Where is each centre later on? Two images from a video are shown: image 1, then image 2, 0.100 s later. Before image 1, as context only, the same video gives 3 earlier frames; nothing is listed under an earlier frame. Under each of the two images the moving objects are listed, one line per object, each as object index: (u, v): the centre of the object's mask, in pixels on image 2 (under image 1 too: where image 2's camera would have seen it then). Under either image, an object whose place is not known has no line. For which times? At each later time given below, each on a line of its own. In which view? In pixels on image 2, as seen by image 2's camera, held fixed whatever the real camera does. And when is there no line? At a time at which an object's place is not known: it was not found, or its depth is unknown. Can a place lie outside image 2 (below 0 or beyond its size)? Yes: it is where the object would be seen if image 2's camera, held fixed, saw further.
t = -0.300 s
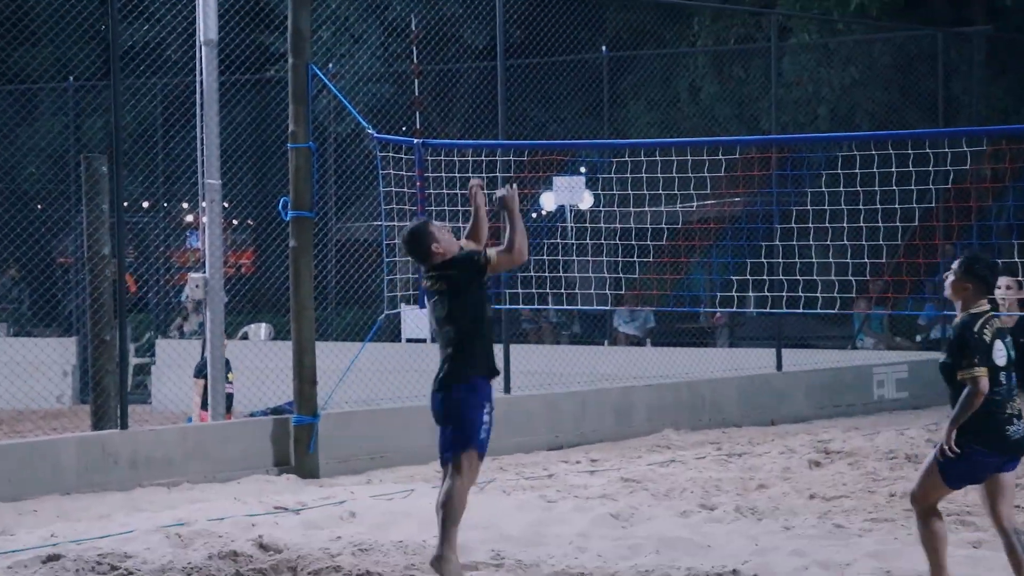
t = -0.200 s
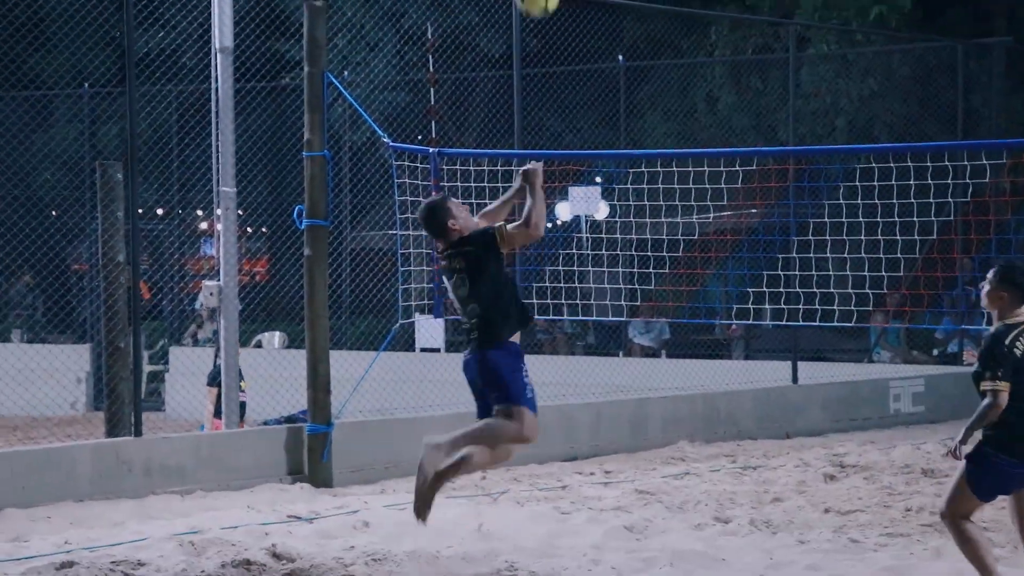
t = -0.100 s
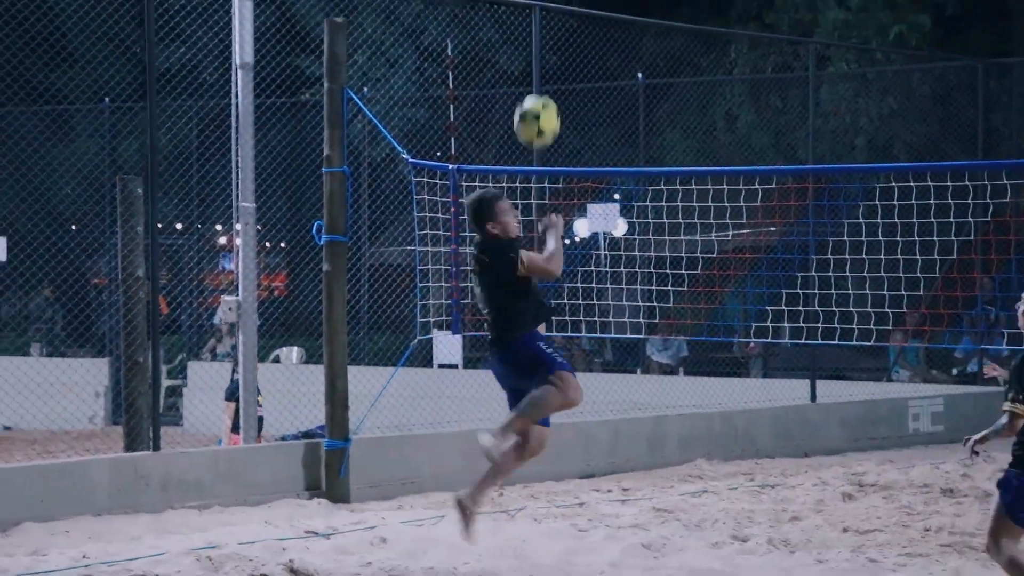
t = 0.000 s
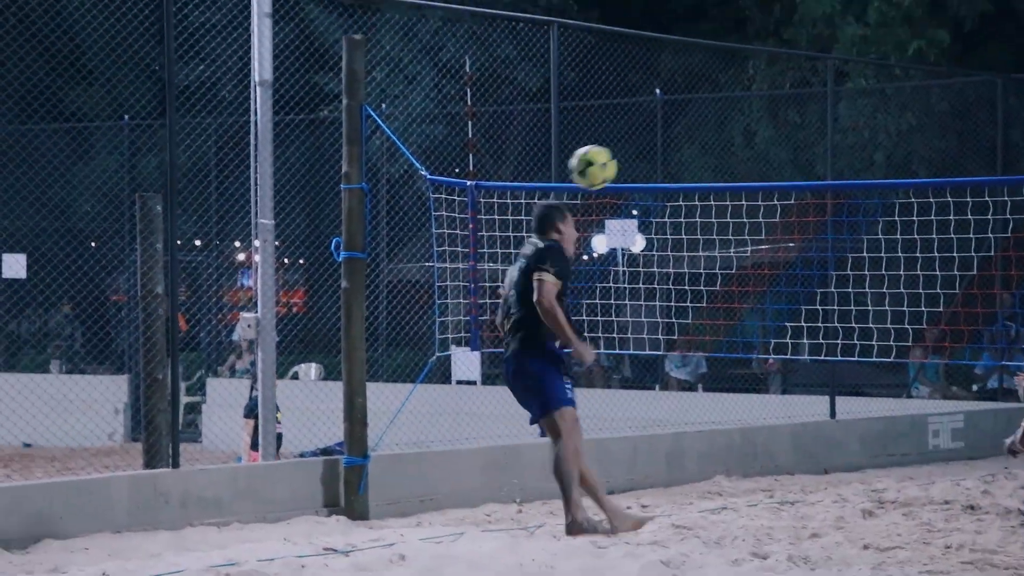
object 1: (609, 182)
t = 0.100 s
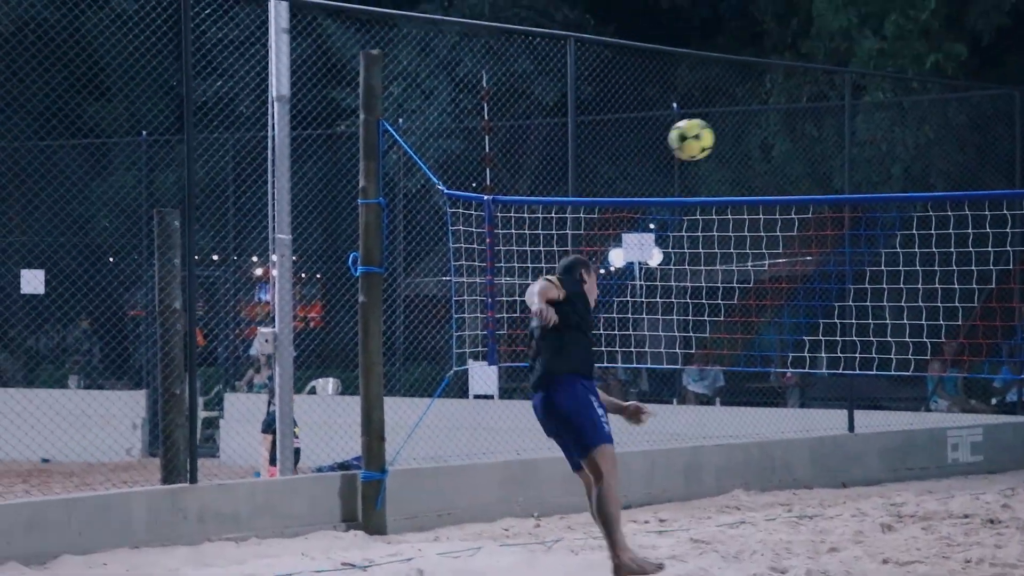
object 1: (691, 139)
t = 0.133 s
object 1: (716, 131)
